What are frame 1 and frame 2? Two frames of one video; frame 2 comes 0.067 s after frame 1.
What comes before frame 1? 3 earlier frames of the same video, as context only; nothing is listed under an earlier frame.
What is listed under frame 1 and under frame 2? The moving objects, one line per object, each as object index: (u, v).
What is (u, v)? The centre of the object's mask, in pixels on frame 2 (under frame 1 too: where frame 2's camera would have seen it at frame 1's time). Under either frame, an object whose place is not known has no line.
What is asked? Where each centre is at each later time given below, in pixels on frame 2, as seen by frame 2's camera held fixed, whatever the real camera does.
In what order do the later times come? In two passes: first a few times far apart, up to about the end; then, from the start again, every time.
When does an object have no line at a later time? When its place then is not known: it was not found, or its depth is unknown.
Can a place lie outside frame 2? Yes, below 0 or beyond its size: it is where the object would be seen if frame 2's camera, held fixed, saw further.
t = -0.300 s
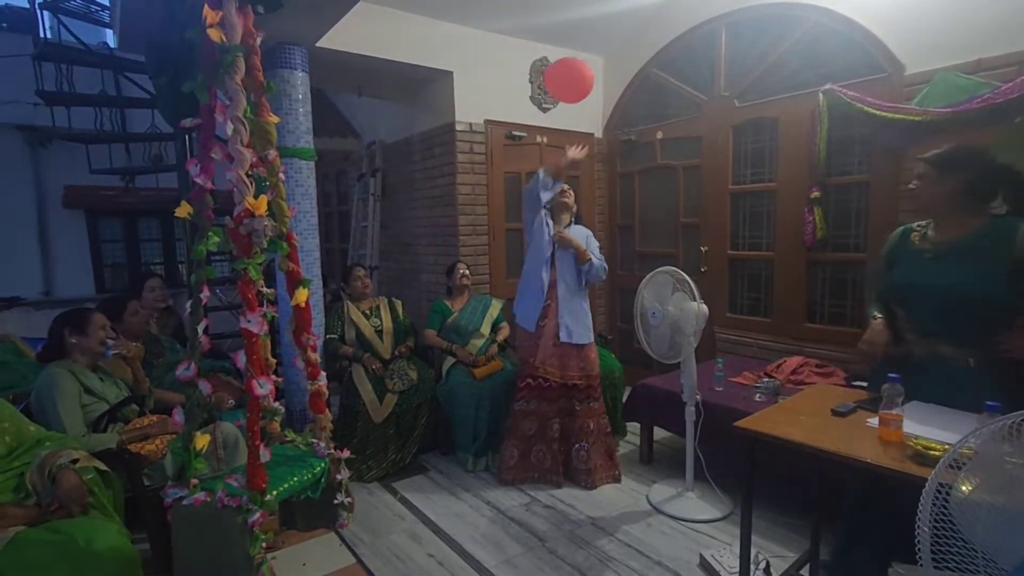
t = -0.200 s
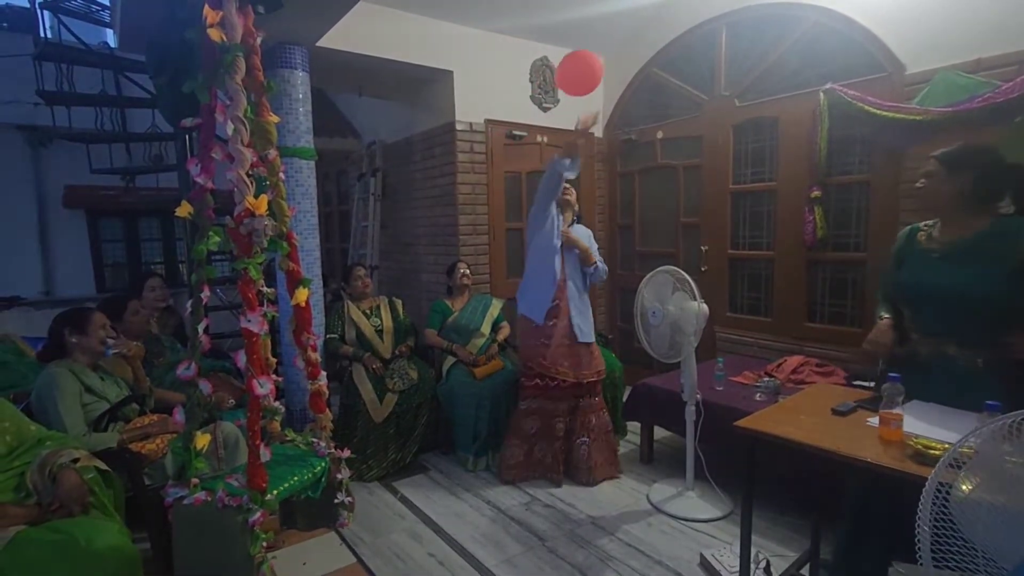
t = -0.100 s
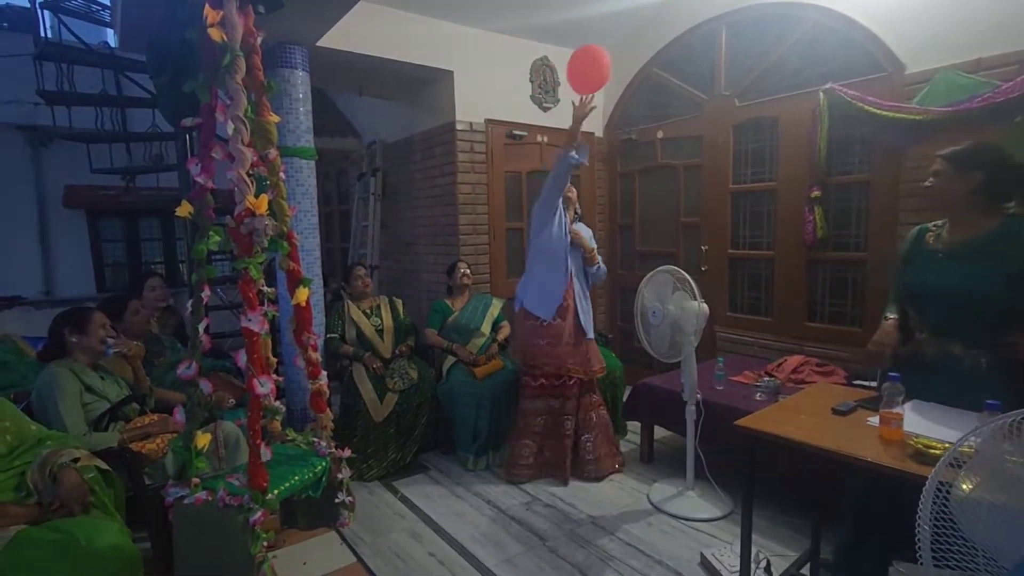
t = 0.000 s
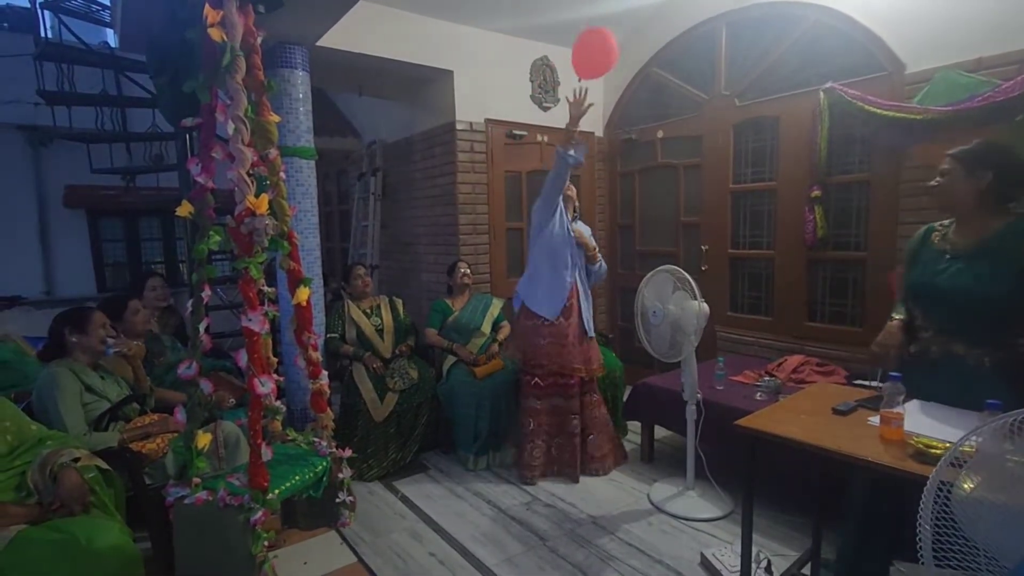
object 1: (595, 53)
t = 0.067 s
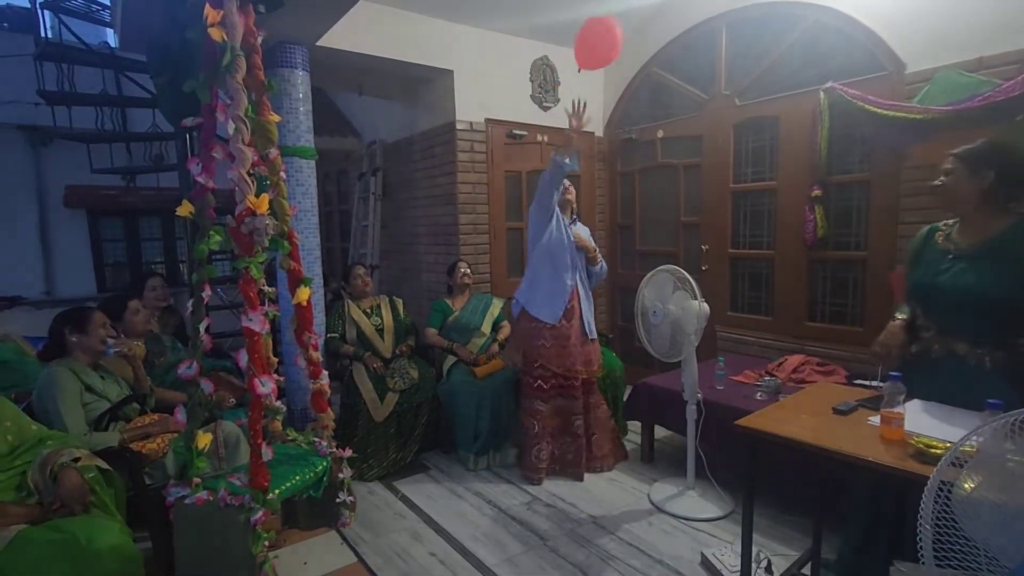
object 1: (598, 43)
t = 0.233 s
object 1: (604, 31)
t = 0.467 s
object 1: (610, 32)
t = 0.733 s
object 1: (617, 67)
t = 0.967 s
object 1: (623, 126)
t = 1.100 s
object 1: (632, 171)
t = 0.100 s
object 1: (599, 40)
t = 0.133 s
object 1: (601, 37)
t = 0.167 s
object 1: (602, 33)
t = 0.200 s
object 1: (603, 32)
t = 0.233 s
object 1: (604, 31)
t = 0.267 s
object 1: (605, 29)
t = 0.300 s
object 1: (606, 28)
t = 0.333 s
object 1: (606, 28)
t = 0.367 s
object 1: (607, 28)
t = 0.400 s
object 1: (608, 29)
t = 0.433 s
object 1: (609, 30)
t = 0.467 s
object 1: (610, 32)
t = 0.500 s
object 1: (611, 34)
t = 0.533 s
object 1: (612, 38)
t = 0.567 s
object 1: (613, 41)
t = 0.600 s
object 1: (614, 45)
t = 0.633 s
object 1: (614, 50)
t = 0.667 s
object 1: (615, 55)
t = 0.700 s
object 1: (616, 60)
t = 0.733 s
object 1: (617, 67)
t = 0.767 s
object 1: (618, 73)
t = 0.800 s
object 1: (619, 80)
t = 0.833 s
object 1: (619, 88)
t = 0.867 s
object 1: (620, 97)
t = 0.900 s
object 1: (621, 106)
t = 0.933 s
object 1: (622, 115)
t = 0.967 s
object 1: (623, 126)
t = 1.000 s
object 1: (625, 137)
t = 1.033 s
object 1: (627, 147)
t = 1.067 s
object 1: (629, 159)
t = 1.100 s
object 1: (632, 171)
